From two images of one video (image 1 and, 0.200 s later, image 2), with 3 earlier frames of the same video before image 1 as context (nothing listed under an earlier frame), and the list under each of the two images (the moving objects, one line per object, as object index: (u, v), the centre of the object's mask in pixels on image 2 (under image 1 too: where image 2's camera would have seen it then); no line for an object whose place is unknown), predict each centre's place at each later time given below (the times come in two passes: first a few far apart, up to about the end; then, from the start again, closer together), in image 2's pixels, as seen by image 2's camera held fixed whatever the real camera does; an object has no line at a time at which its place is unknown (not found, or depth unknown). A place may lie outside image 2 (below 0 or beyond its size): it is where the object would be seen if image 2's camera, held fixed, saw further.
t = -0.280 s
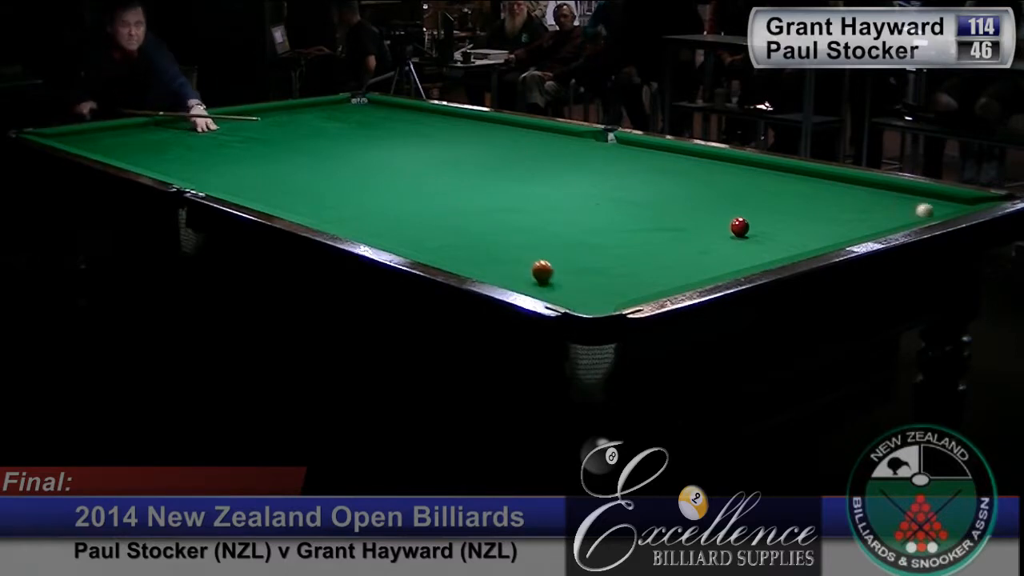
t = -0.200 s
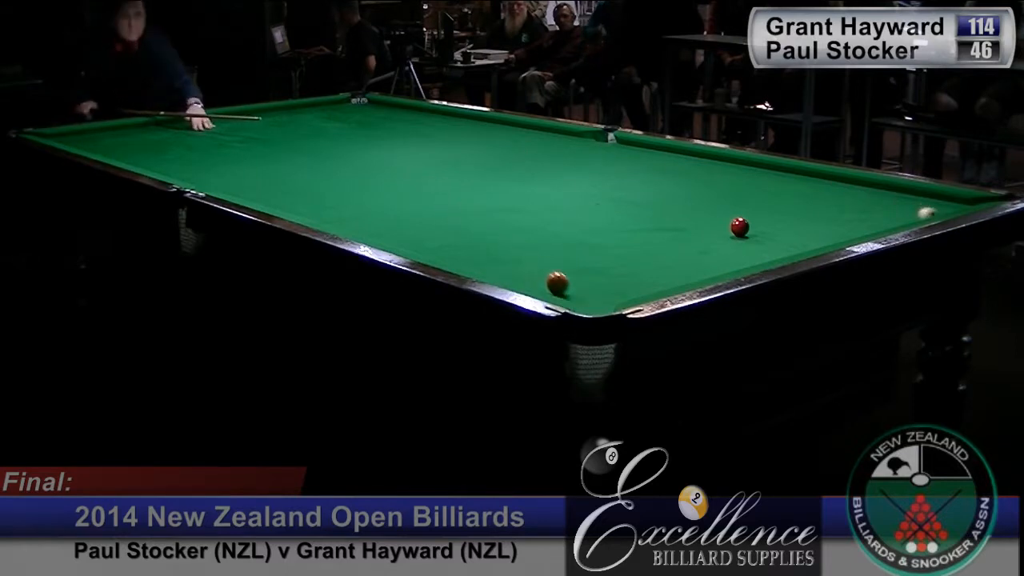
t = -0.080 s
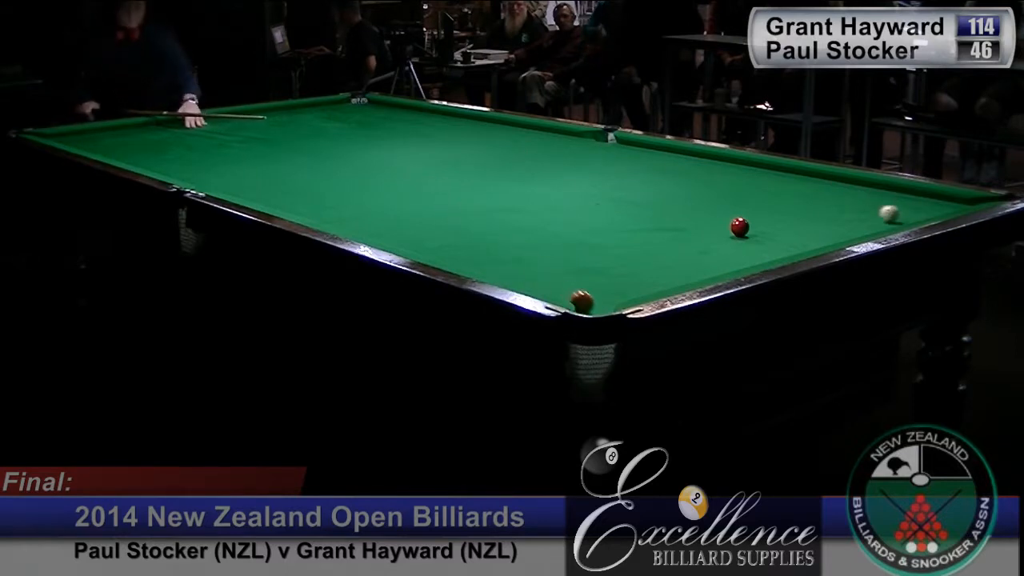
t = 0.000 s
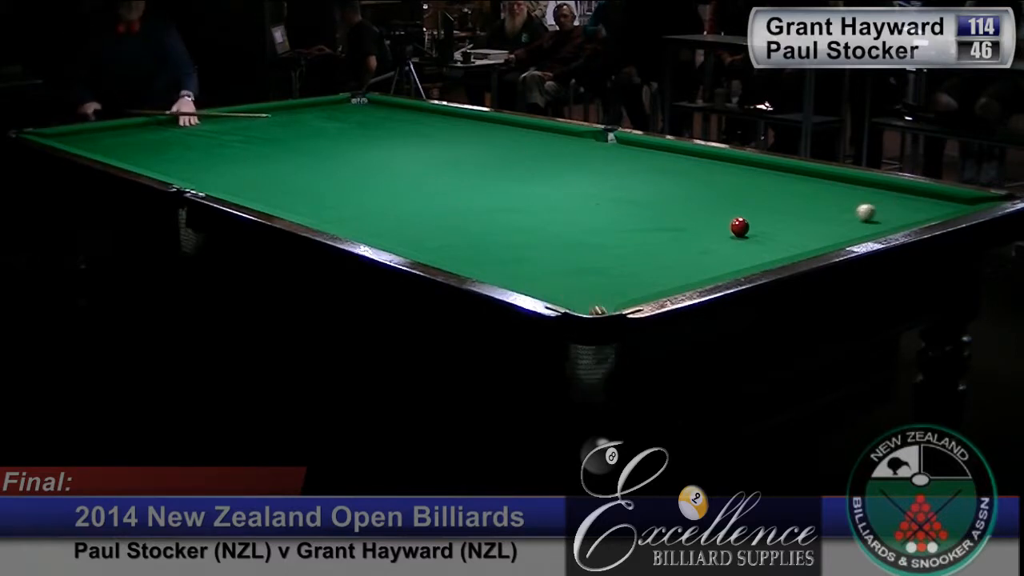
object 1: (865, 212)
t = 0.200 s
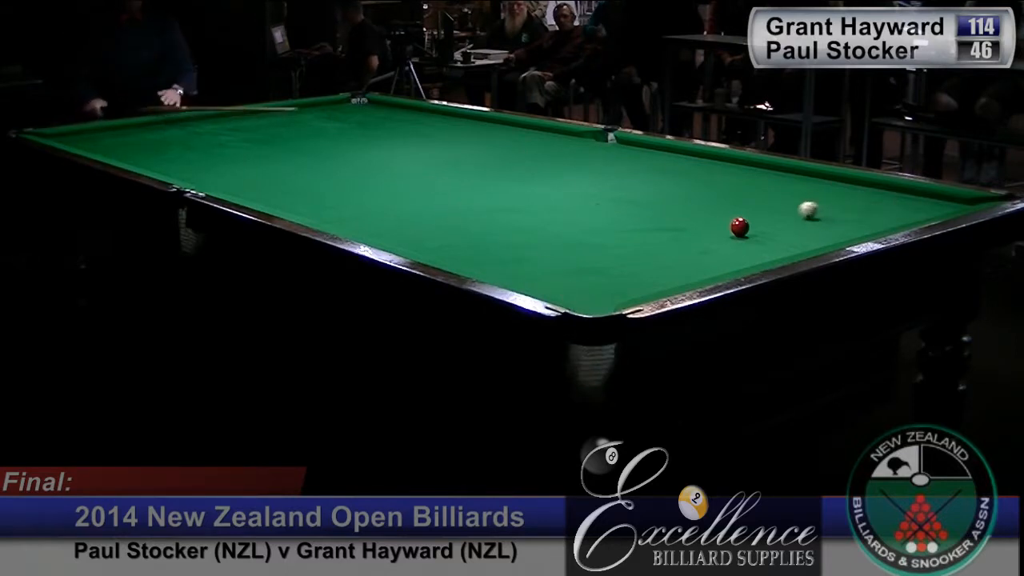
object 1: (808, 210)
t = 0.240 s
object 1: (796, 209)
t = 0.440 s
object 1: (742, 207)
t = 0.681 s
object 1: (678, 204)
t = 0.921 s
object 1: (618, 202)
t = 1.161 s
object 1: (560, 199)
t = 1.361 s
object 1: (511, 196)
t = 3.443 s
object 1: (217, 182)
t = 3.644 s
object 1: (225, 180)
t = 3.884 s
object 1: (232, 177)
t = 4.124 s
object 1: (239, 174)
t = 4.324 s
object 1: (244, 173)
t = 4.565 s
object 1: (249, 171)
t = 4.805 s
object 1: (254, 169)
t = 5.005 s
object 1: (257, 168)
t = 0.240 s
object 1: (796, 209)
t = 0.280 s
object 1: (785, 209)
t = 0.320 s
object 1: (775, 208)
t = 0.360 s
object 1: (764, 208)
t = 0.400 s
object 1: (753, 207)
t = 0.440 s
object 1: (742, 207)
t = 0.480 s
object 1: (731, 207)
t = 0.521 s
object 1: (720, 206)
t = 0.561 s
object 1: (709, 206)
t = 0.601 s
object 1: (699, 205)
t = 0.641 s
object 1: (689, 205)
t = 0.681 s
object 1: (678, 204)
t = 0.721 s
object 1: (668, 204)
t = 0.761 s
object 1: (658, 203)
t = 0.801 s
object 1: (647, 203)
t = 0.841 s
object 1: (637, 203)
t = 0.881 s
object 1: (628, 202)
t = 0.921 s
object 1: (618, 202)
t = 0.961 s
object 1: (608, 201)
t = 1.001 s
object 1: (598, 201)
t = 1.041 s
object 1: (588, 201)
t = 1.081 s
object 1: (579, 200)
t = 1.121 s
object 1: (569, 200)
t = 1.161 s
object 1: (560, 199)
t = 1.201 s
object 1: (550, 199)
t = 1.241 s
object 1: (541, 199)
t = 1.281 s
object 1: (532, 198)
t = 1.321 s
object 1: (523, 198)
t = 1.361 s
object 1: (511, 196)
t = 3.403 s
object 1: (216, 184)
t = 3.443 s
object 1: (217, 182)
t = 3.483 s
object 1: (219, 182)
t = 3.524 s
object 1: (220, 181)
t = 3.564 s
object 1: (221, 181)
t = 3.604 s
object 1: (223, 181)
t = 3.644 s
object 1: (225, 180)
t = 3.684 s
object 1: (226, 179)
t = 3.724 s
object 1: (228, 179)
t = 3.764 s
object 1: (229, 178)
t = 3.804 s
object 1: (230, 178)
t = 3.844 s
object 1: (231, 177)
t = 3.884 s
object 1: (232, 177)
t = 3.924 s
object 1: (234, 176)
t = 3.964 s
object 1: (235, 176)
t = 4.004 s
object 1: (236, 176)
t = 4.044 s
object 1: (237, 175)
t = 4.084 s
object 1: (238, 175)
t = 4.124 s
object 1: (239, 174)
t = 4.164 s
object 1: (240, 174)
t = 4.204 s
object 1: (241, 174)
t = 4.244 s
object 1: (242, 174)
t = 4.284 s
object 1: (243, 173)
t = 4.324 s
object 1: (244, 173)
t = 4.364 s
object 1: (245, 173)
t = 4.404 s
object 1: (246, 172)
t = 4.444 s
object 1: (247, 172)
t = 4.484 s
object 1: (248, 171)
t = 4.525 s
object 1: (249, 171)
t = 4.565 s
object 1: (249, 171)
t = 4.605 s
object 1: (250, 171)
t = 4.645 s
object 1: (251, 170)
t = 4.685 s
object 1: (252, 170)
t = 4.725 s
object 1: (253, 170)
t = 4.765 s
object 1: (253, 170)
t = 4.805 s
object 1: (254, 169)
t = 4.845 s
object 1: (255, 169)
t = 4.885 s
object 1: (255, 169)
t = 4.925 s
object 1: (256, 169)
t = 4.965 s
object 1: (256, 169)
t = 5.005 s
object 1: (257, 168)
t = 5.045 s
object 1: (258, 168)
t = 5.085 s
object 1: (258, 168)
